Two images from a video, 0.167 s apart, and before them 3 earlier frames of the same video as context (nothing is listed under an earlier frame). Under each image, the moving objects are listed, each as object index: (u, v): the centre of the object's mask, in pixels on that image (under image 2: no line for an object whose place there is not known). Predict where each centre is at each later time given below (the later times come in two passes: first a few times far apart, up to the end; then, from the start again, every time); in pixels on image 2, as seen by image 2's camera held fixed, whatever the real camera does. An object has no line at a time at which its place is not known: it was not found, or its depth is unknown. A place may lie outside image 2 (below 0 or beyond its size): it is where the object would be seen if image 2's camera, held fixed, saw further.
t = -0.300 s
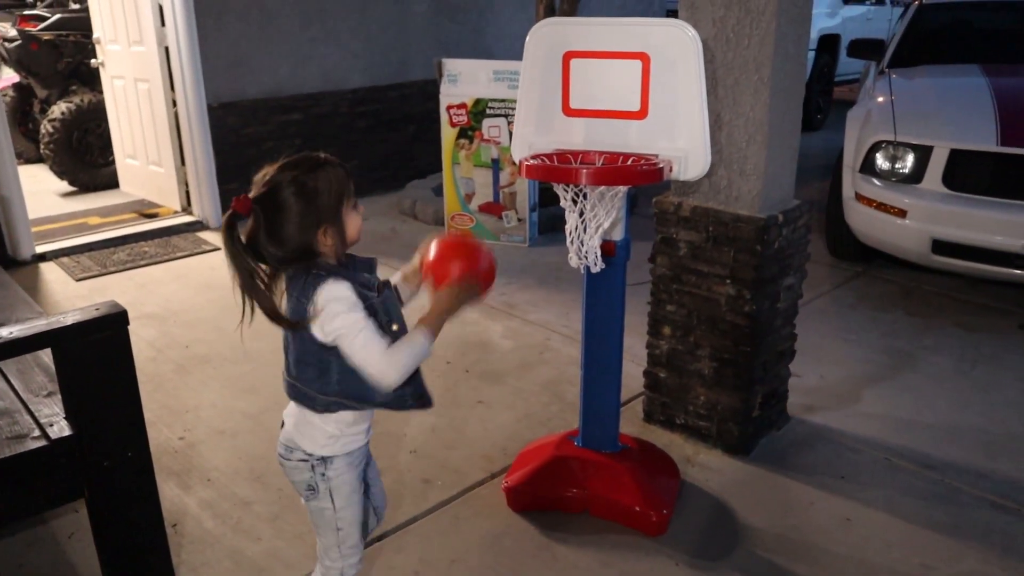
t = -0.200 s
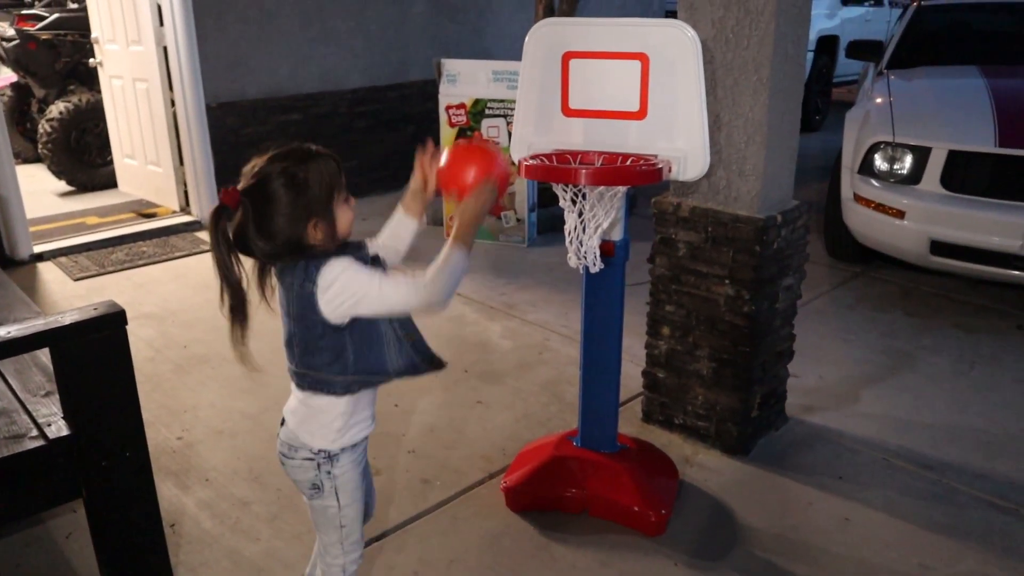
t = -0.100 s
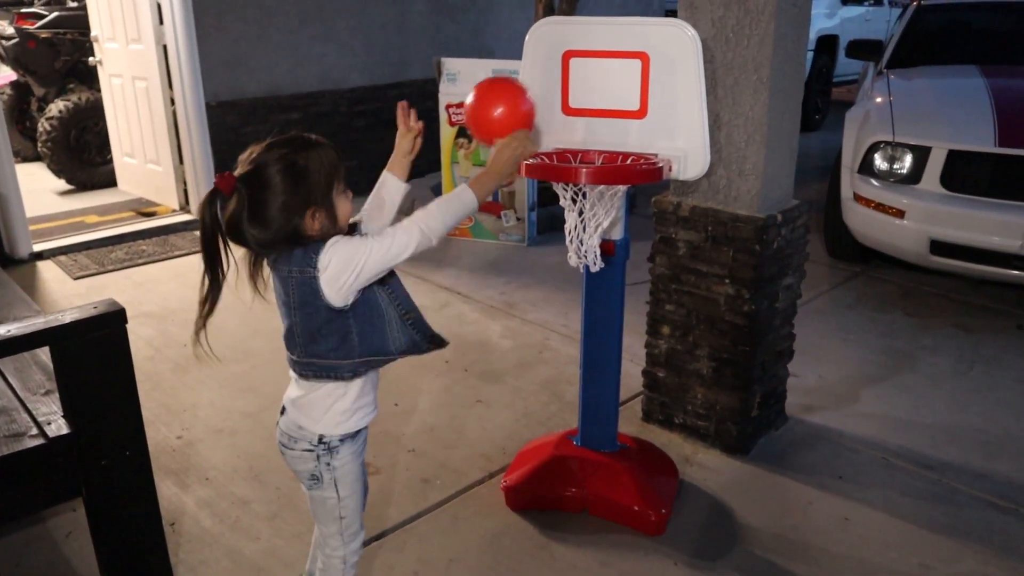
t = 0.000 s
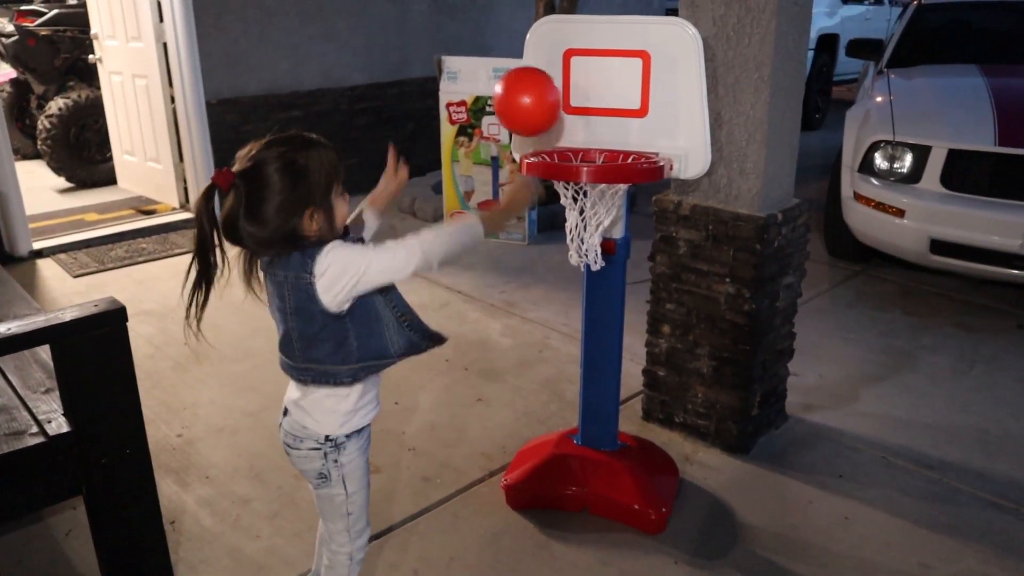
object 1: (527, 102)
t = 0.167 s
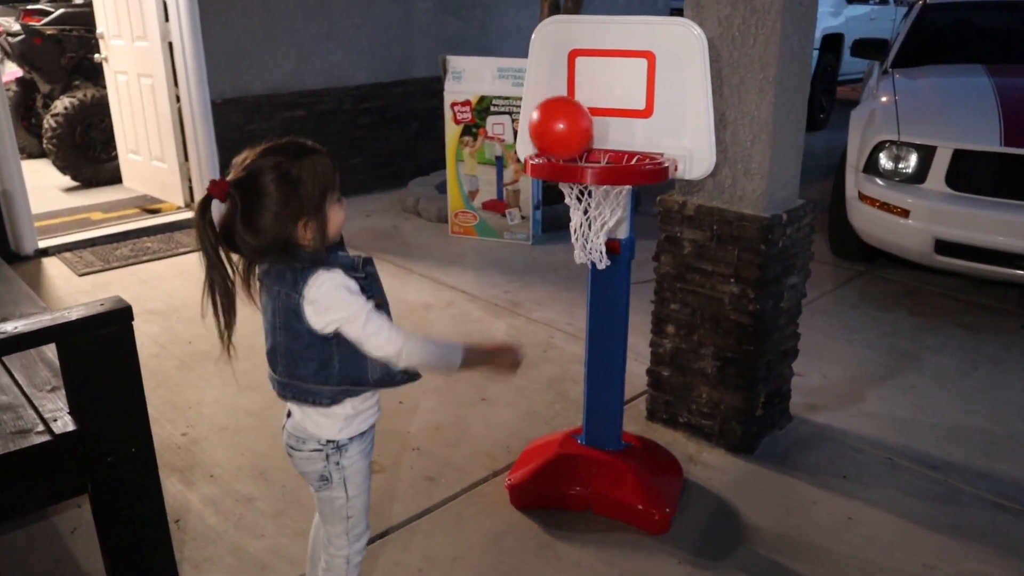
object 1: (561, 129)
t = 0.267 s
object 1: (576, 144)
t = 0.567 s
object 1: (617, 230)
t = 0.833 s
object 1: (547, 401)
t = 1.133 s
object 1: (478, 350)
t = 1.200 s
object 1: (462, 323)
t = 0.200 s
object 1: (565, 132)
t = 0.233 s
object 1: (569, 139)
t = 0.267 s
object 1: (576, 144)
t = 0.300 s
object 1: (587, 147)
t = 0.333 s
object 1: (597, 152)
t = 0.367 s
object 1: (605, 156)
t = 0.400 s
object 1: (614, 188)
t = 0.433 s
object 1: (622, 202)
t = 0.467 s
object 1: (625, 206)
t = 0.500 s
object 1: (626, 211)
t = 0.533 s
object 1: (623, 219)
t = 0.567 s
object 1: (617, 230)
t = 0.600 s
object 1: (610, 239)
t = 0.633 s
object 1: (601, 252)
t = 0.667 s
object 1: (592, 269)
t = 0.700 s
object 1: (583, 287)
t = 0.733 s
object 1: (574, 309)
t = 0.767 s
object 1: (565, 337)
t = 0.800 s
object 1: (555, 368)
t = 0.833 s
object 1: (547, 401)
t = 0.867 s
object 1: (539, 437)
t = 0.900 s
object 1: (531, 480)
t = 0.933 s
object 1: (524, 514)
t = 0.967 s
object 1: (516, 483)
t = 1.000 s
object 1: (508, 448)
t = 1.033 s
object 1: (501, 420)
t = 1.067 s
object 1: (494, 393)
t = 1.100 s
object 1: (485, 370)
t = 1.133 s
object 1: (478, 350)
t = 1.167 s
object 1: (470, 335)
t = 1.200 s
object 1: (462, 323)
